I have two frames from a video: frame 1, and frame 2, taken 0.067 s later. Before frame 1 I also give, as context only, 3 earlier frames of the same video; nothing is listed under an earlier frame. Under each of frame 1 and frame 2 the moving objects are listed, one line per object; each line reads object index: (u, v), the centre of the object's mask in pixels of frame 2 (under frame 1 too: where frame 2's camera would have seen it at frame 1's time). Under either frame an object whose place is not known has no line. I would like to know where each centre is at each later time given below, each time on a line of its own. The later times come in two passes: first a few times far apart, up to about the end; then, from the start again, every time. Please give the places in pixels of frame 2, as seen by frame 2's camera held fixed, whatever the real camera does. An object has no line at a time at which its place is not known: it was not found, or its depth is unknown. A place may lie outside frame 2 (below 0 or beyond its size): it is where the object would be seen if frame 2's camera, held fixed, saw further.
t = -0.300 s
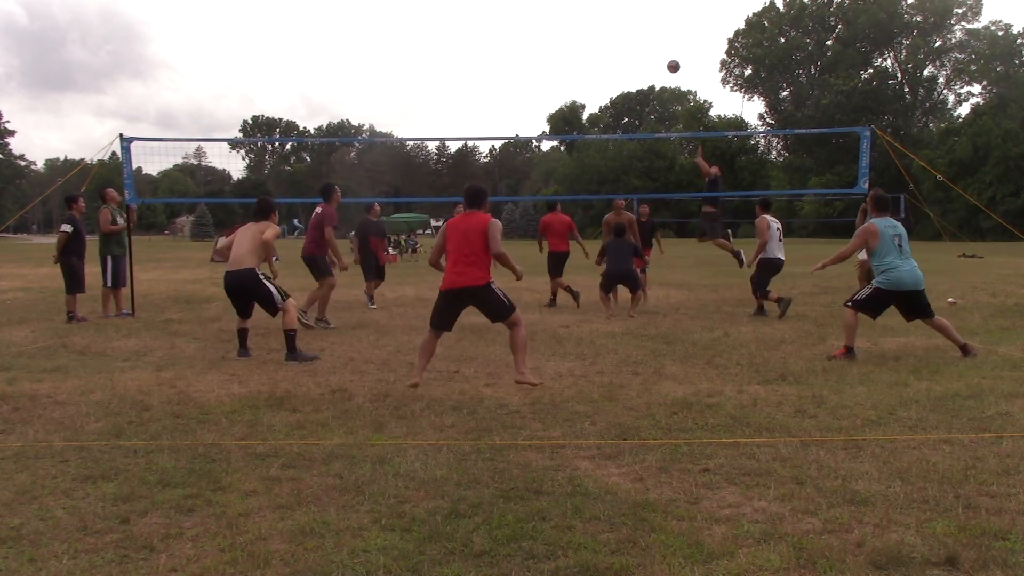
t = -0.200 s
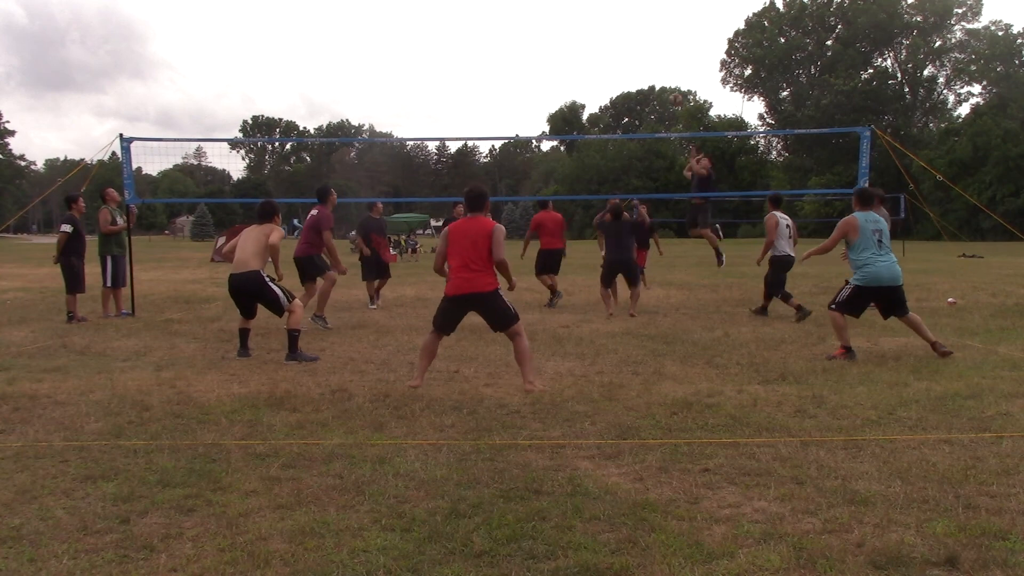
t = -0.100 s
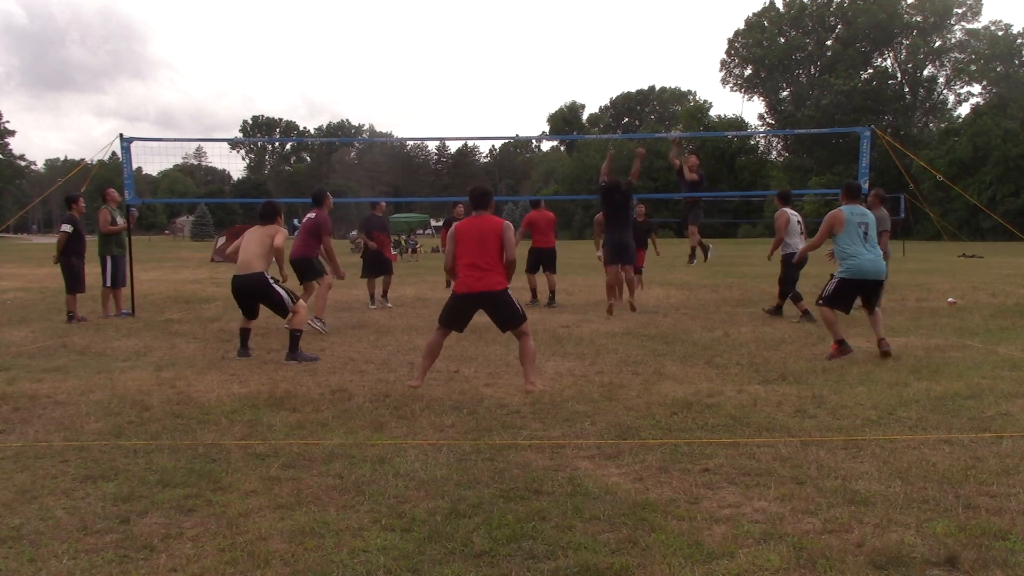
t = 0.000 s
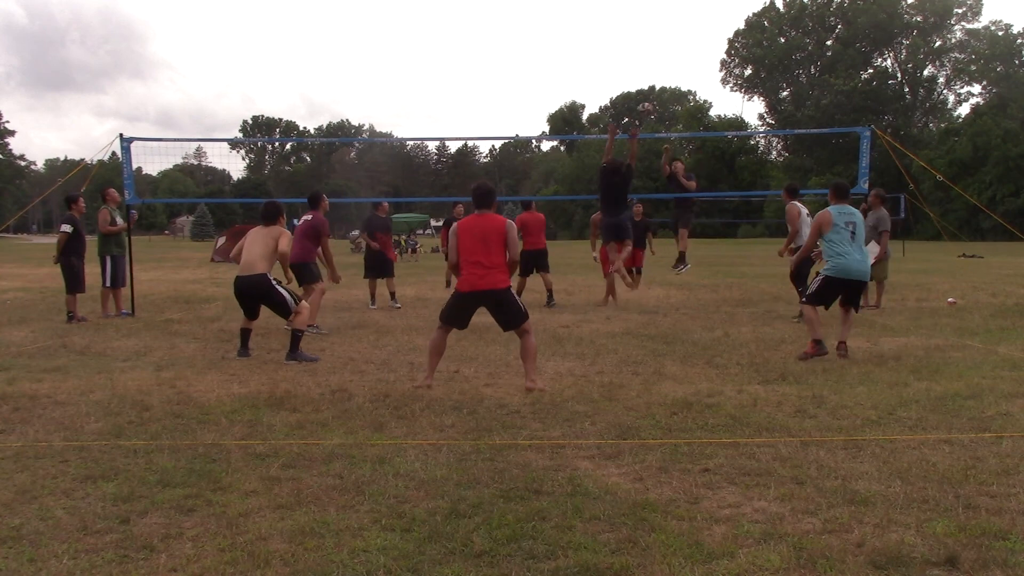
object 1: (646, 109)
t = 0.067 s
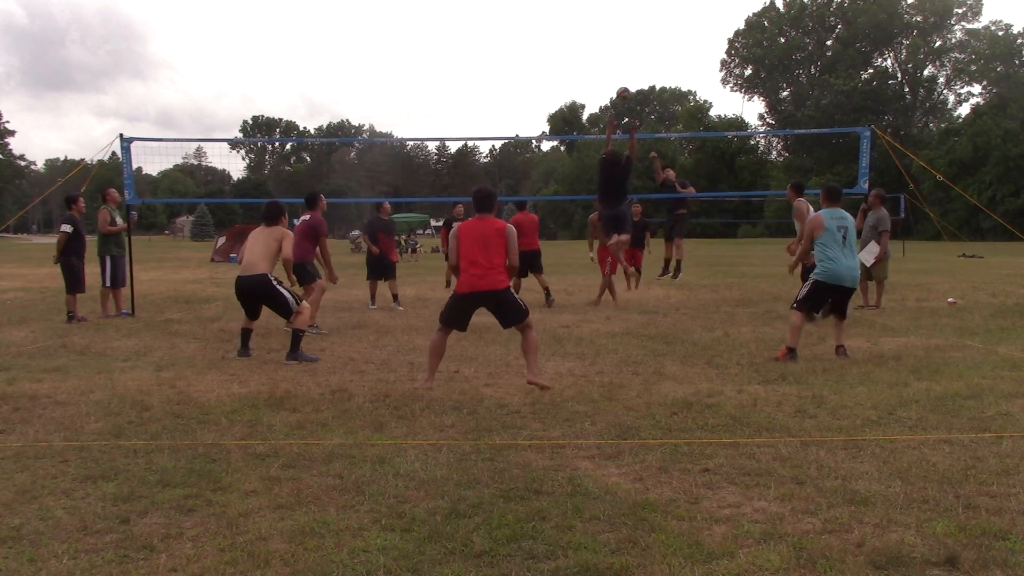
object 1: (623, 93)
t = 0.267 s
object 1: (550, 59)
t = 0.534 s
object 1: (427, 58)
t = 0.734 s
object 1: (309, 106)
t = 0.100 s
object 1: (612, 87)
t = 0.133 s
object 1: (600, 80)
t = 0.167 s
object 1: (588, 74)
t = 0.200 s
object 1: (576, 69)
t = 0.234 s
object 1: (563, 64)
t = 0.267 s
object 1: (550, 59)
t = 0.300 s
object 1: (537, 56)
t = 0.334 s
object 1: (523, 53)
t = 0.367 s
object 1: (508, 52)
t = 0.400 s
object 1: (493, 51)
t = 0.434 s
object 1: (477, 51)
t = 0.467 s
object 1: (461, 52)
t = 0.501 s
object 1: (444, 54)
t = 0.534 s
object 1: (427, 58)
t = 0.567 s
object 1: (409, 62)
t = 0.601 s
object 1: (390, 68)
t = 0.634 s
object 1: (371, 75)
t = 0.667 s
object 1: (351, 84)
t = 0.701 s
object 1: (330, 94)
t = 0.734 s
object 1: (309, 106)
